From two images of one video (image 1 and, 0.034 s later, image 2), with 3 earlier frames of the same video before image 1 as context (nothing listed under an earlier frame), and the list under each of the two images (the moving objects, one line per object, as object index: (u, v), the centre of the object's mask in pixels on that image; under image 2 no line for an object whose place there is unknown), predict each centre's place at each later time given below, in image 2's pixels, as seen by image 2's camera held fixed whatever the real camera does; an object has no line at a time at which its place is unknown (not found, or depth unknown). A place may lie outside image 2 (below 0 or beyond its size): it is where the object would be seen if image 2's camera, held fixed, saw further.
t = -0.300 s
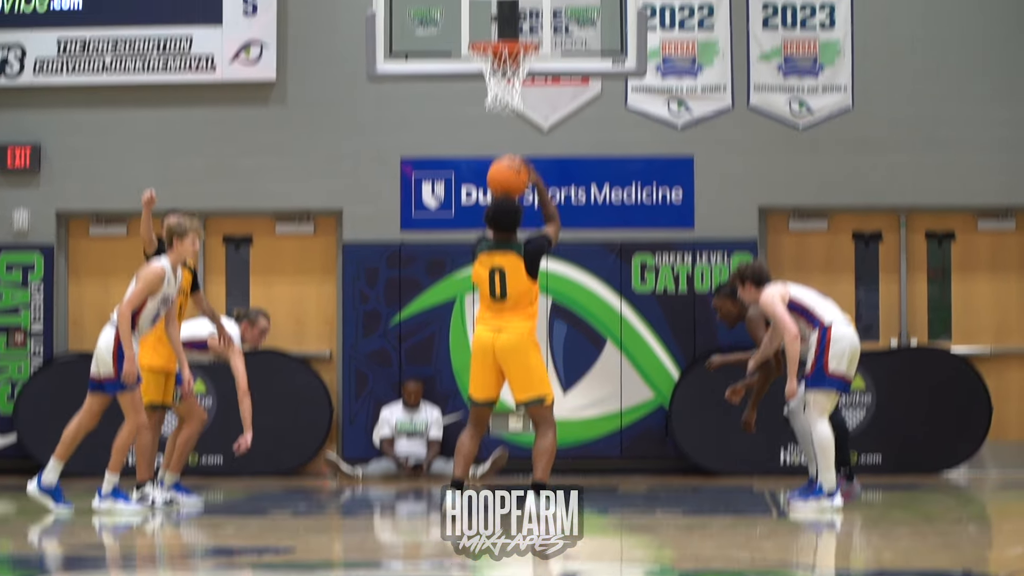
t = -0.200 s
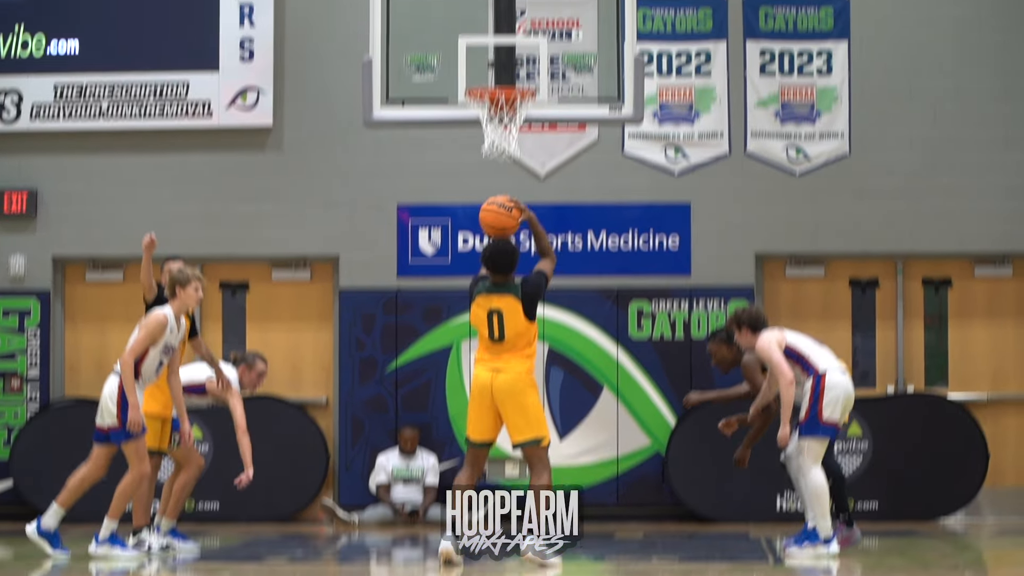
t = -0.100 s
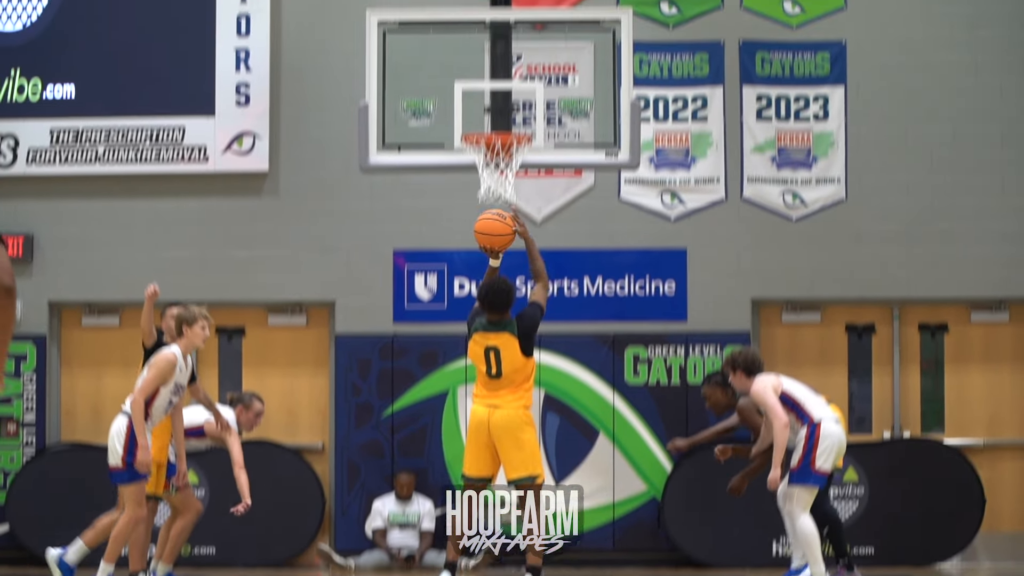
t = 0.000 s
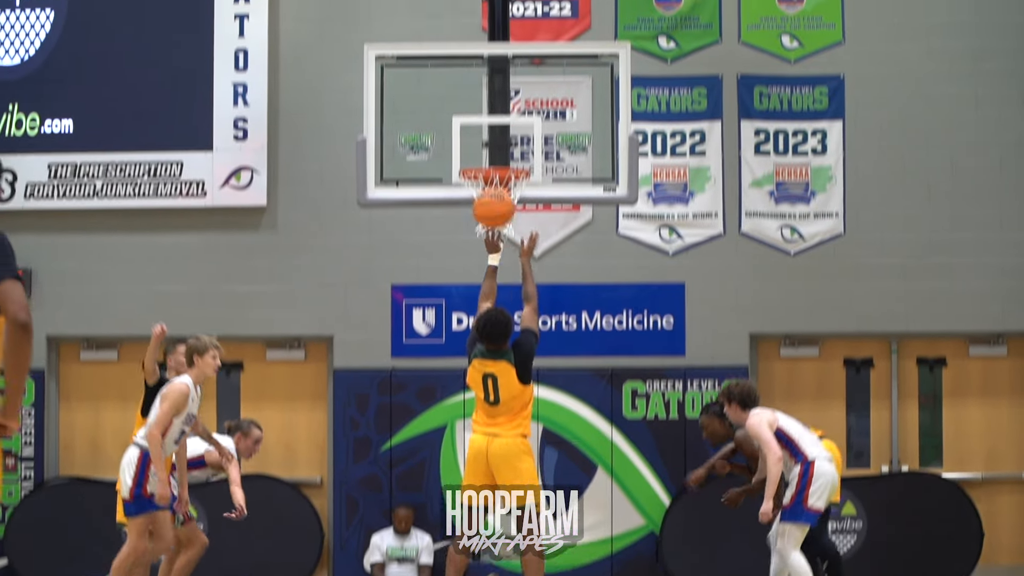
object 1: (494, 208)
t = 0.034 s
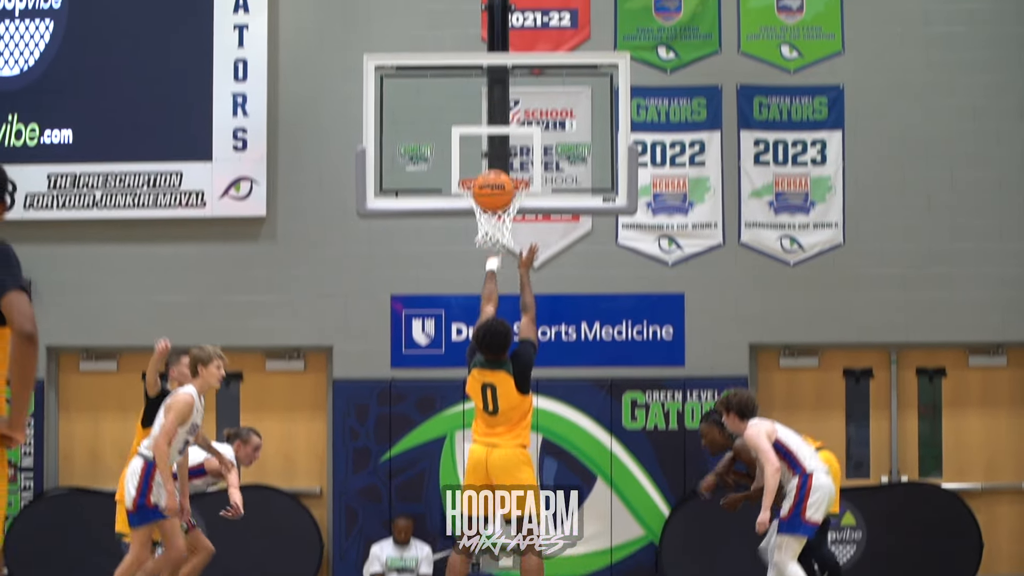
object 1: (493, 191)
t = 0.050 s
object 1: (493, 178)
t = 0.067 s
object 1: (493, 165)
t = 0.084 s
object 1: (493, 154)
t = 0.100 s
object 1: (493, 142)
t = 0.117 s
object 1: (493, 131)
